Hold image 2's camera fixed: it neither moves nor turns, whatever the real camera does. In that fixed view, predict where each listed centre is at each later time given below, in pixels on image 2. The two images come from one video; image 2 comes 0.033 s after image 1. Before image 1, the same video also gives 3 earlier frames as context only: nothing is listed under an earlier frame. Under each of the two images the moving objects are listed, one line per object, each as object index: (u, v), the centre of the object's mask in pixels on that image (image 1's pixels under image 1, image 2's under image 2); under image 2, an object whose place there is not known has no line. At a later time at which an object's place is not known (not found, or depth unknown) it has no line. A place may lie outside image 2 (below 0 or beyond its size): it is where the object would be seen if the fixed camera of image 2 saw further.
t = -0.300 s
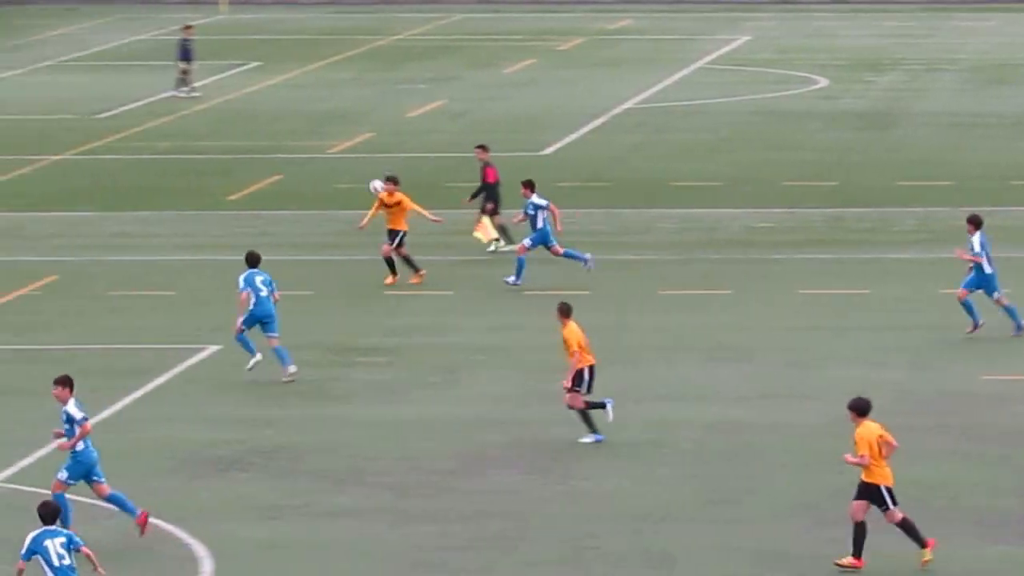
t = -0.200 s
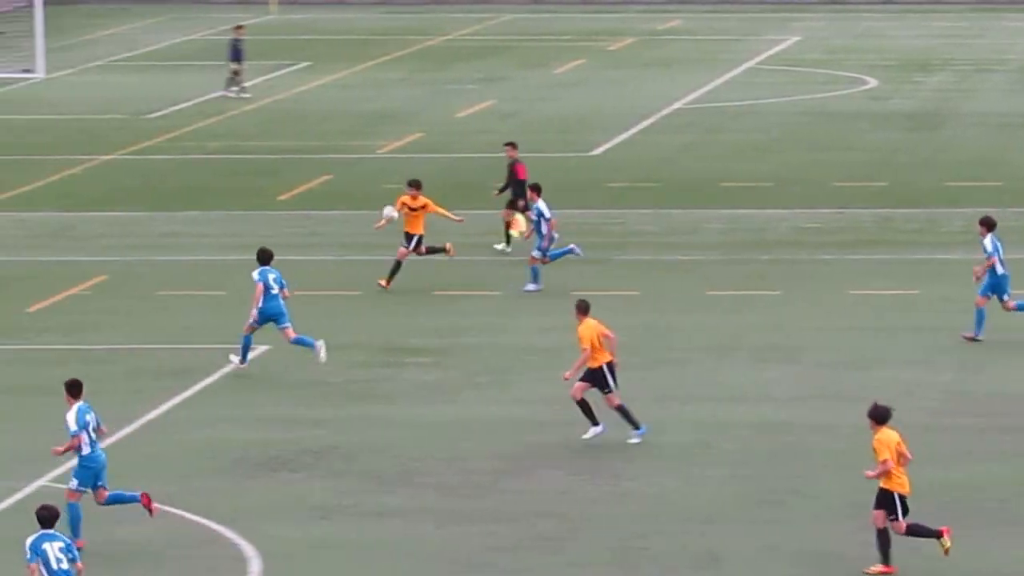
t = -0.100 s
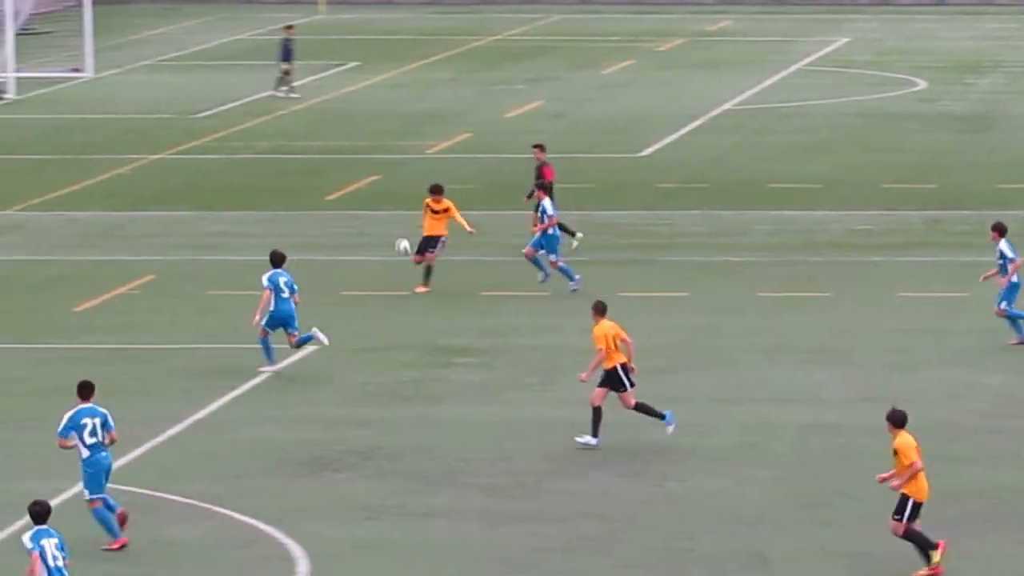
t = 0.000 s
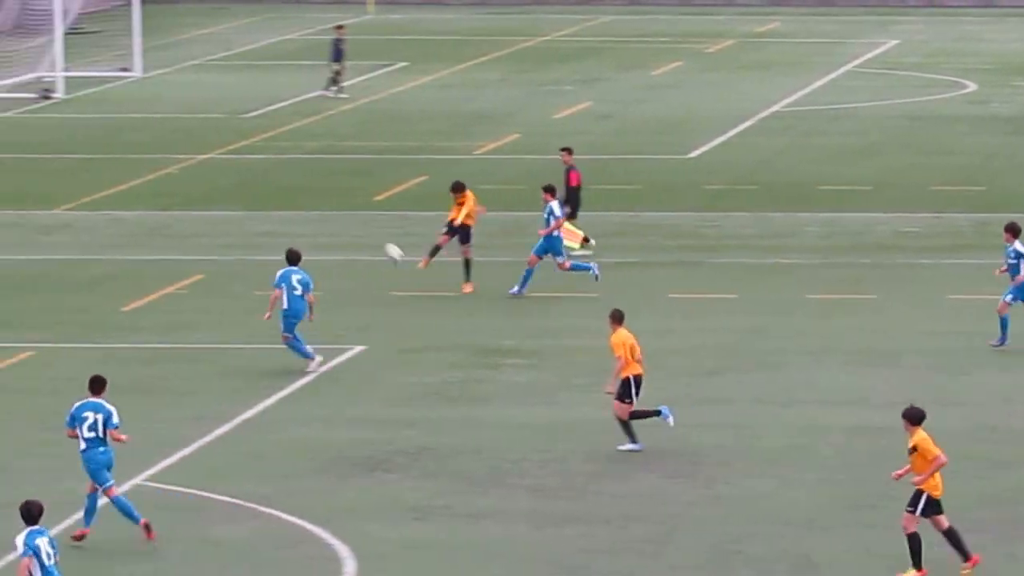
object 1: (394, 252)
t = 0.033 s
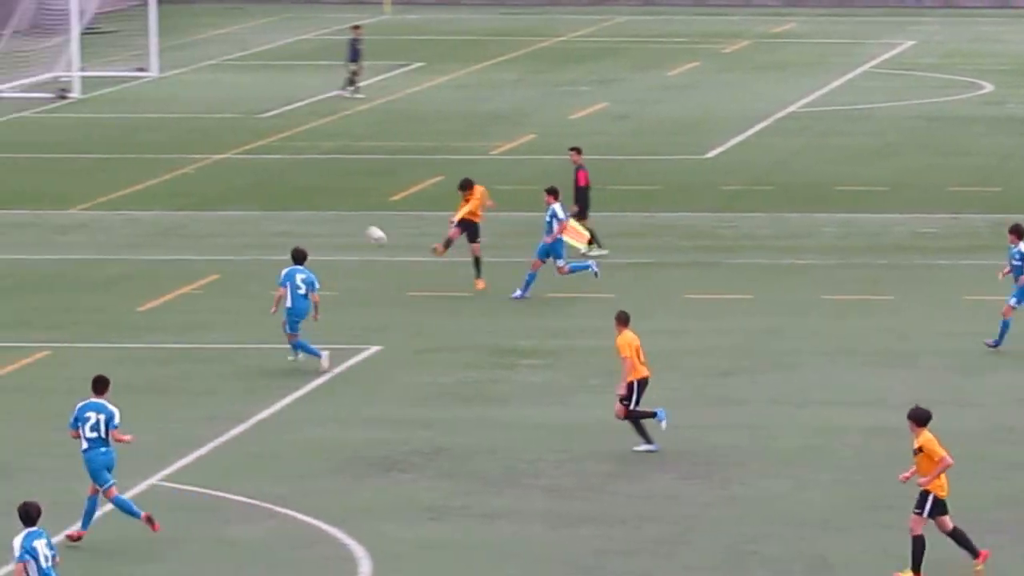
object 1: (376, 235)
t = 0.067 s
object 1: (343, 219)
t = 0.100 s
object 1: (309, 202)
